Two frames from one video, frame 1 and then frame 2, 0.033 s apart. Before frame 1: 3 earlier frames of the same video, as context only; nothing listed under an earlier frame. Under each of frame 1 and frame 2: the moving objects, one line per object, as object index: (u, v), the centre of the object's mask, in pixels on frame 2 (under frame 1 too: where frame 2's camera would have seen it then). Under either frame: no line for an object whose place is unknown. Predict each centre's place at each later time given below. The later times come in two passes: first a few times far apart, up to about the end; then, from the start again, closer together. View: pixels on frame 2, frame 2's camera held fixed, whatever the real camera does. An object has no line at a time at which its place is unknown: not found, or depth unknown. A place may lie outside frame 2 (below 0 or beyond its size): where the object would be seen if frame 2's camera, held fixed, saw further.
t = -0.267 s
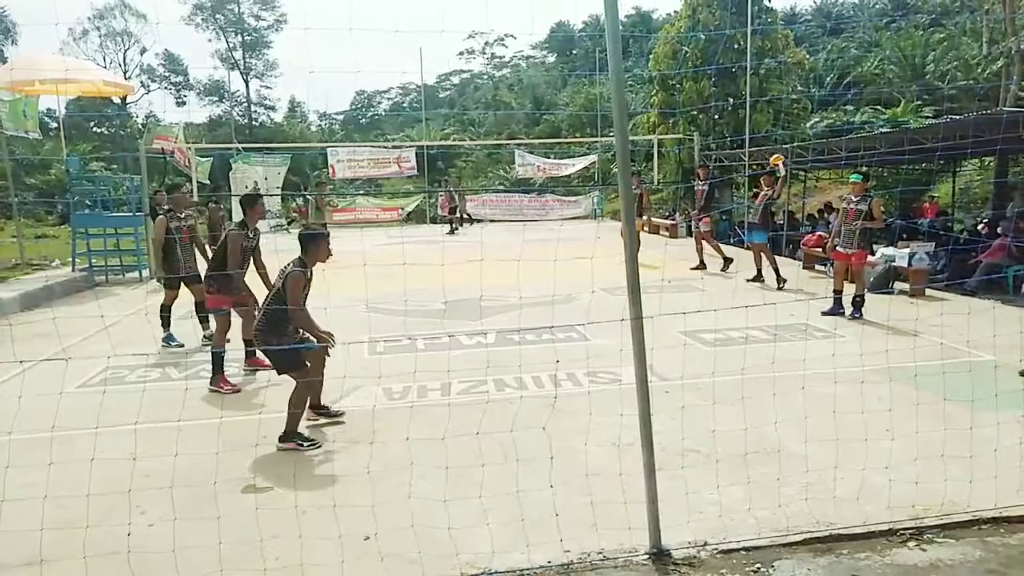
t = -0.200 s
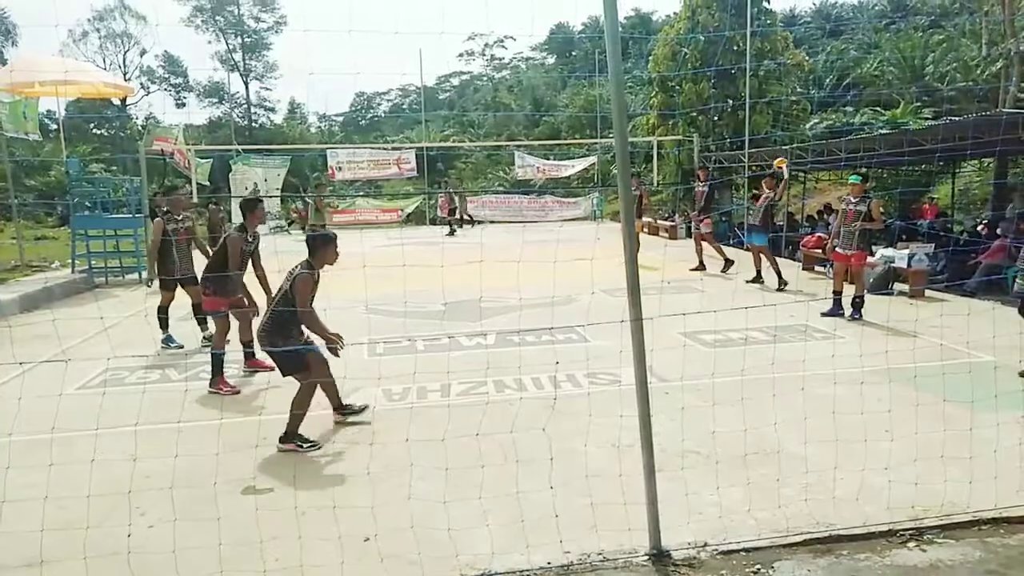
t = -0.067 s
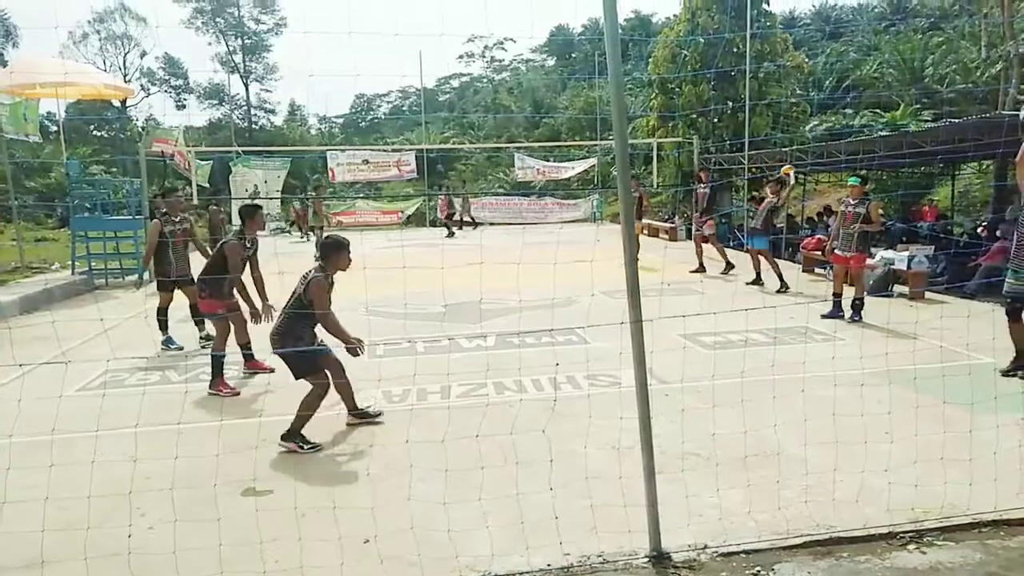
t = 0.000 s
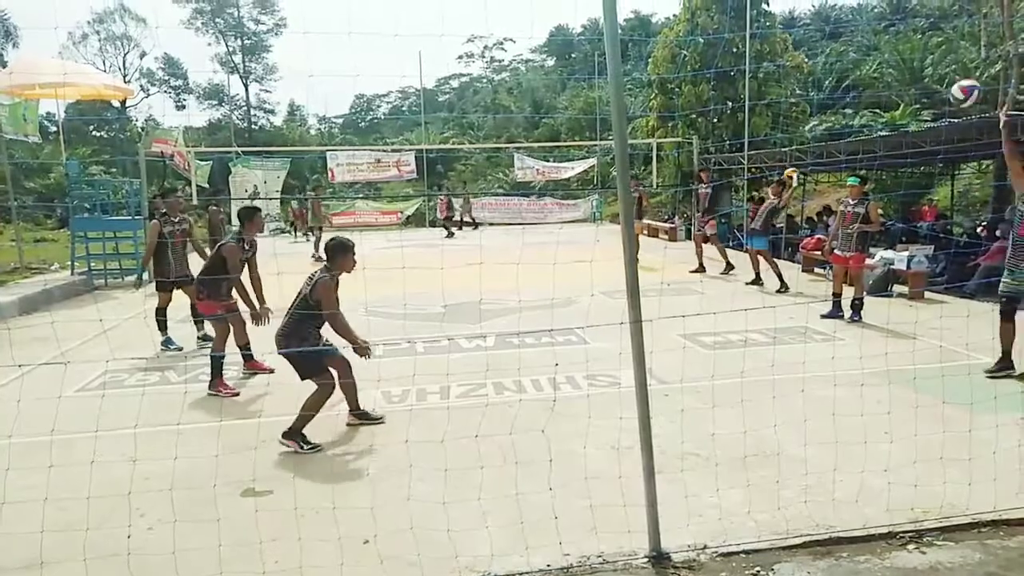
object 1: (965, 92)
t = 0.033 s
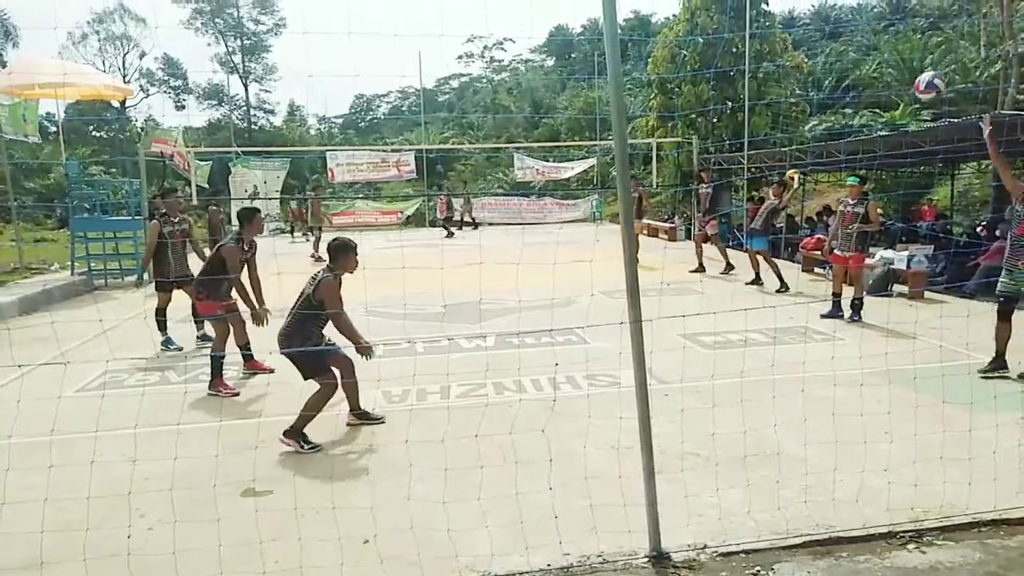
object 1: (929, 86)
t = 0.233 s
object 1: (704, 72)
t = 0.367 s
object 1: (545, 95)
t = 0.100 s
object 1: (856, 75)
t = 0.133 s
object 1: (819, 71)
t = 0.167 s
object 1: (782, 69)
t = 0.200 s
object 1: (742, 70)
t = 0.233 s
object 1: (704, 72)
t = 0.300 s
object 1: (630, 77)
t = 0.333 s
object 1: (586, 86)
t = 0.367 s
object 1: (545, 95)
